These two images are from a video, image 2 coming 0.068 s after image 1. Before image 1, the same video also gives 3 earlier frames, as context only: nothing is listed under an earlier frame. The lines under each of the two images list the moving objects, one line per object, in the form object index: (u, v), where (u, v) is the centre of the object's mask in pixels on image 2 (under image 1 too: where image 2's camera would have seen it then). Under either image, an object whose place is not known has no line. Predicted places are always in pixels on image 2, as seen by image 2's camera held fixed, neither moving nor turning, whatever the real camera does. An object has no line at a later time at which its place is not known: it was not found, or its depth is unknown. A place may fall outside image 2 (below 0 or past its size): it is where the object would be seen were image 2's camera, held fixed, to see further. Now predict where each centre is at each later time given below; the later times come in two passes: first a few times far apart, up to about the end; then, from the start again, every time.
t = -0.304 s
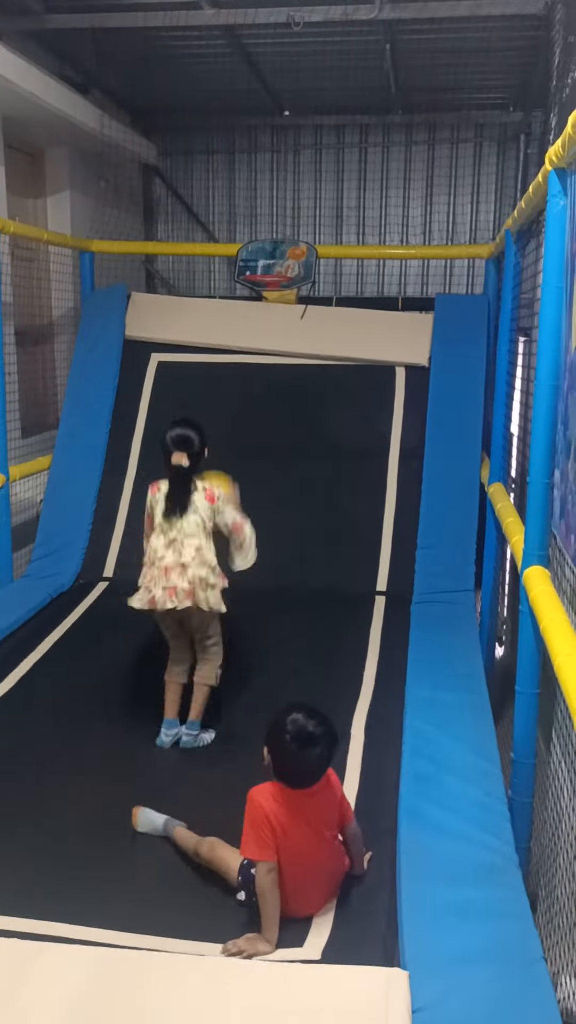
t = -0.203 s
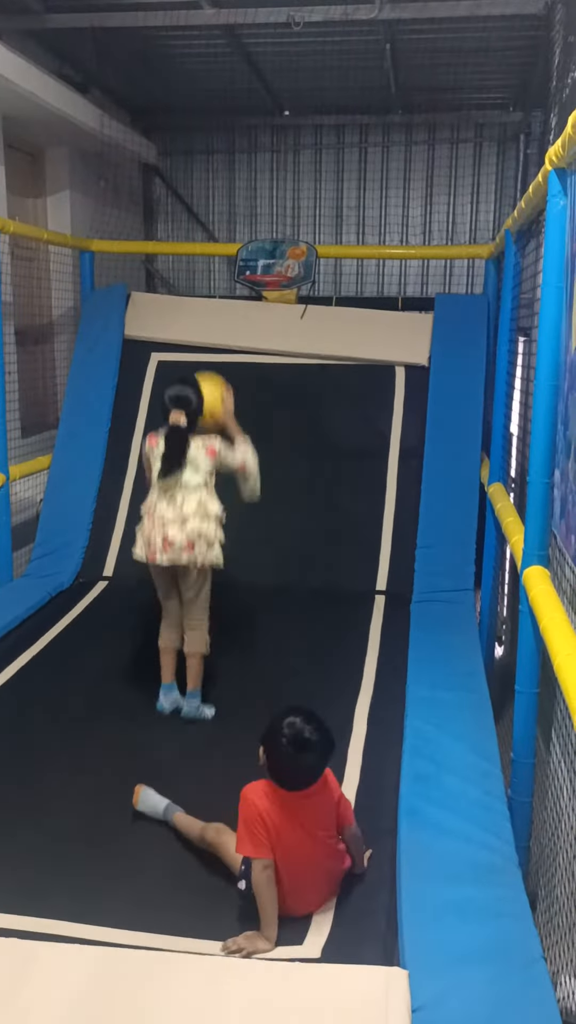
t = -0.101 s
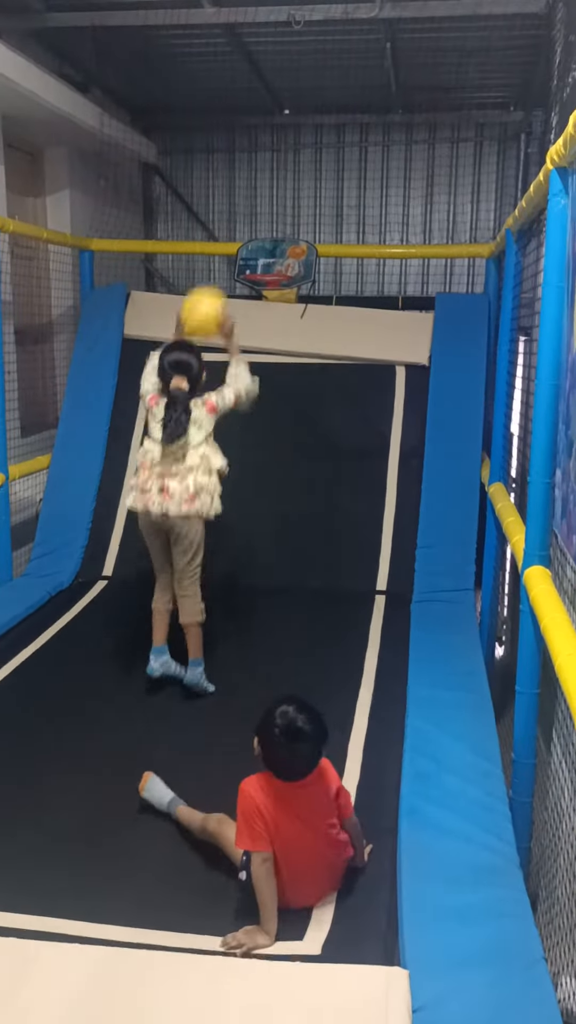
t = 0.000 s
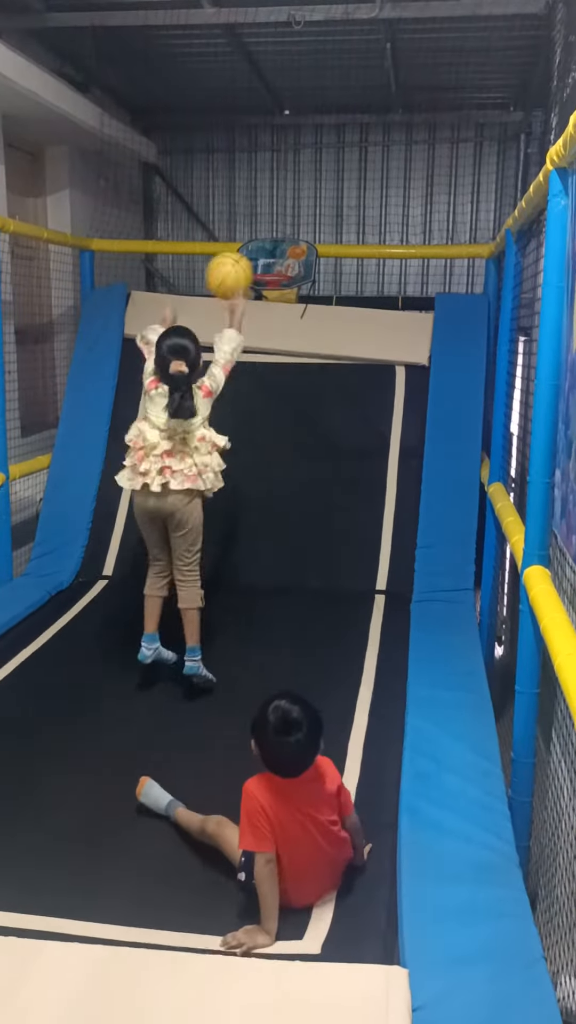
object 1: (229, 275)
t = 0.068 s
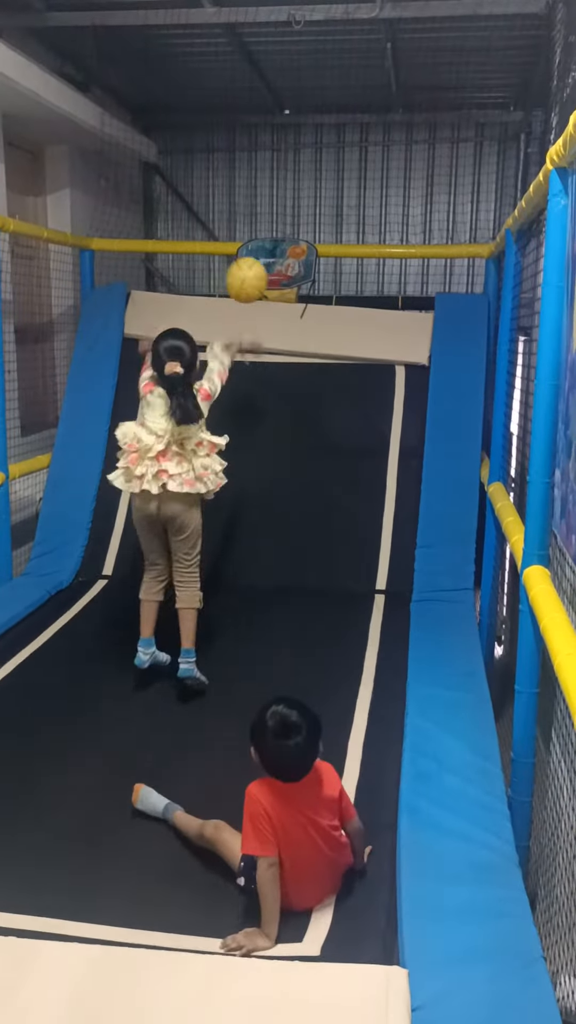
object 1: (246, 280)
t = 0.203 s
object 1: (270, 319)
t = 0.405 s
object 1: (296, 352)
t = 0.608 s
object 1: (320, 341)
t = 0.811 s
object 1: (342, 412)
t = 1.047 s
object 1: (356, 595)
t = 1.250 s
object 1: (420, 579)
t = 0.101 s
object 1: (253, 287)
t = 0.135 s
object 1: (259, 295)
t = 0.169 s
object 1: (265, 307)
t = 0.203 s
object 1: (270, 319)
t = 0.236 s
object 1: (275, 332)
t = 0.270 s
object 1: (281, 347)
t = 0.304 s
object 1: (286, 361)
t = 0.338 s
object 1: (290, 369)
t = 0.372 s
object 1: (293, 360)
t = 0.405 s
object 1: (296, 352)
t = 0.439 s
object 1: (299, 345)
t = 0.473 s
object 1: (303, 340)
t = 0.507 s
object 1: (307, 337)
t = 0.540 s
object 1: (311, 336)
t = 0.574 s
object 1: (315, 337)
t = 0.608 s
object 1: (320, 341)
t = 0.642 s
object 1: (324, 347)
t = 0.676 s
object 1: (328, 356)
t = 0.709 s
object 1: (332, 367)
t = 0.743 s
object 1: (336, 379)
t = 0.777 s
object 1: (339, 393)
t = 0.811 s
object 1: (342, 412)
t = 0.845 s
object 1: (344, 431)
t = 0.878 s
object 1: (346, 454)
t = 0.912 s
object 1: (348, 478)
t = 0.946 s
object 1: (350, 504)
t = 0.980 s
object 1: (352, 533)
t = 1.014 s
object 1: (354, 563)
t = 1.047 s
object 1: (356, 595)
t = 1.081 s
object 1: (360, 628)
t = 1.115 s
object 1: (370, 621)
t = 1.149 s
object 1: (382, 604)
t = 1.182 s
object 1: (395, 592)
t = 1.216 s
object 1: (407, 584)
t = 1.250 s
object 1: (420, 579)
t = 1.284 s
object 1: (432, 576)
